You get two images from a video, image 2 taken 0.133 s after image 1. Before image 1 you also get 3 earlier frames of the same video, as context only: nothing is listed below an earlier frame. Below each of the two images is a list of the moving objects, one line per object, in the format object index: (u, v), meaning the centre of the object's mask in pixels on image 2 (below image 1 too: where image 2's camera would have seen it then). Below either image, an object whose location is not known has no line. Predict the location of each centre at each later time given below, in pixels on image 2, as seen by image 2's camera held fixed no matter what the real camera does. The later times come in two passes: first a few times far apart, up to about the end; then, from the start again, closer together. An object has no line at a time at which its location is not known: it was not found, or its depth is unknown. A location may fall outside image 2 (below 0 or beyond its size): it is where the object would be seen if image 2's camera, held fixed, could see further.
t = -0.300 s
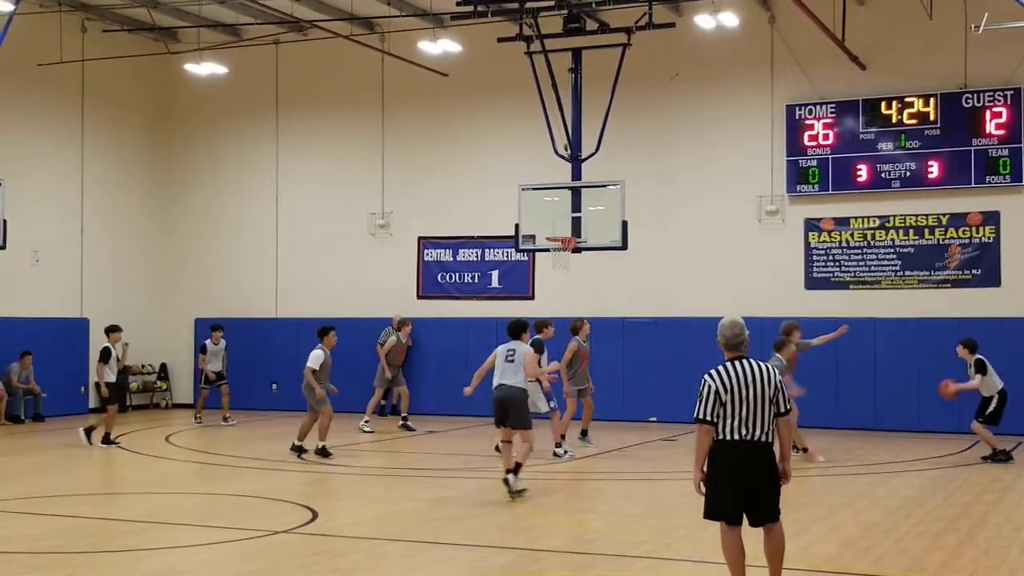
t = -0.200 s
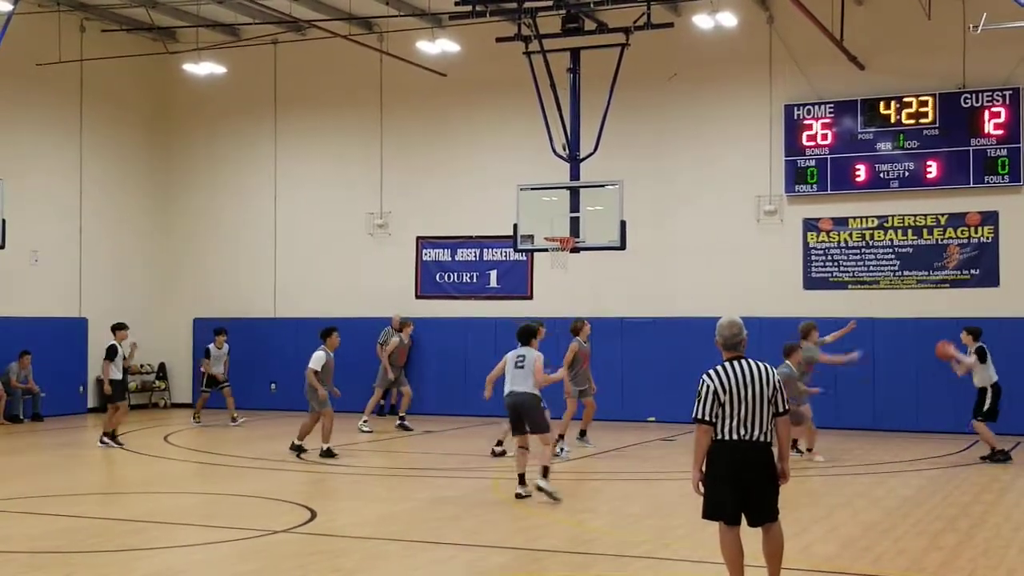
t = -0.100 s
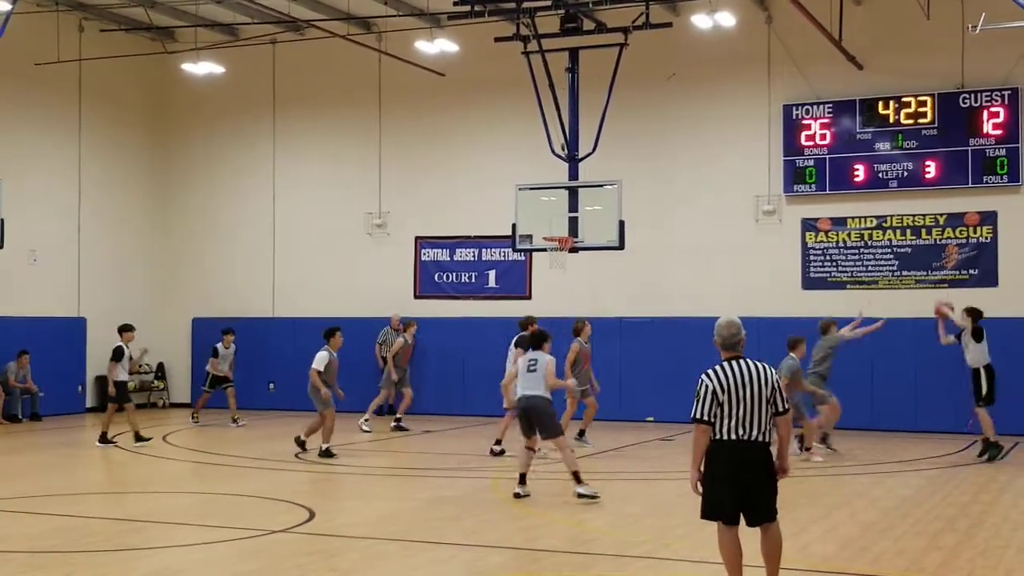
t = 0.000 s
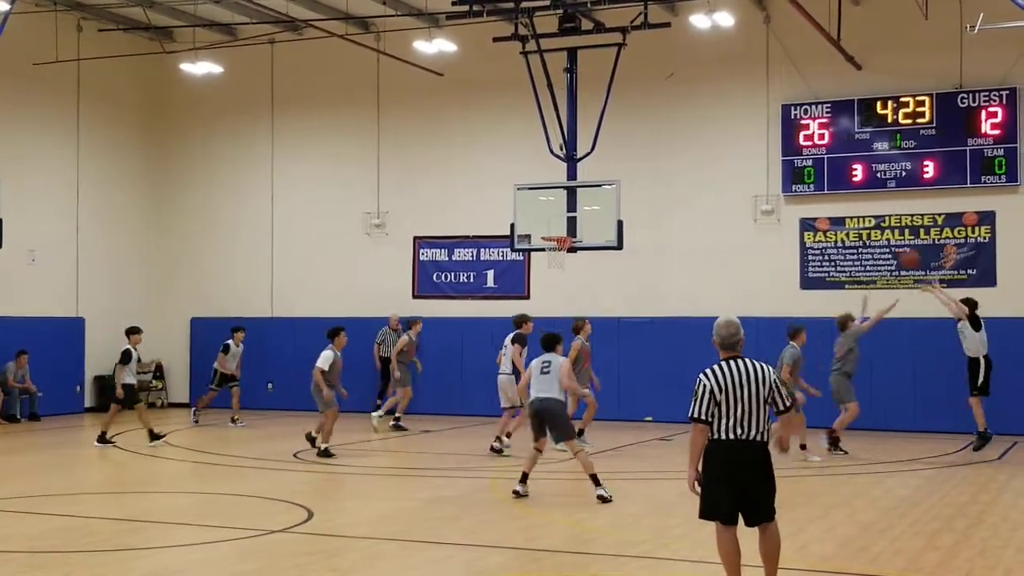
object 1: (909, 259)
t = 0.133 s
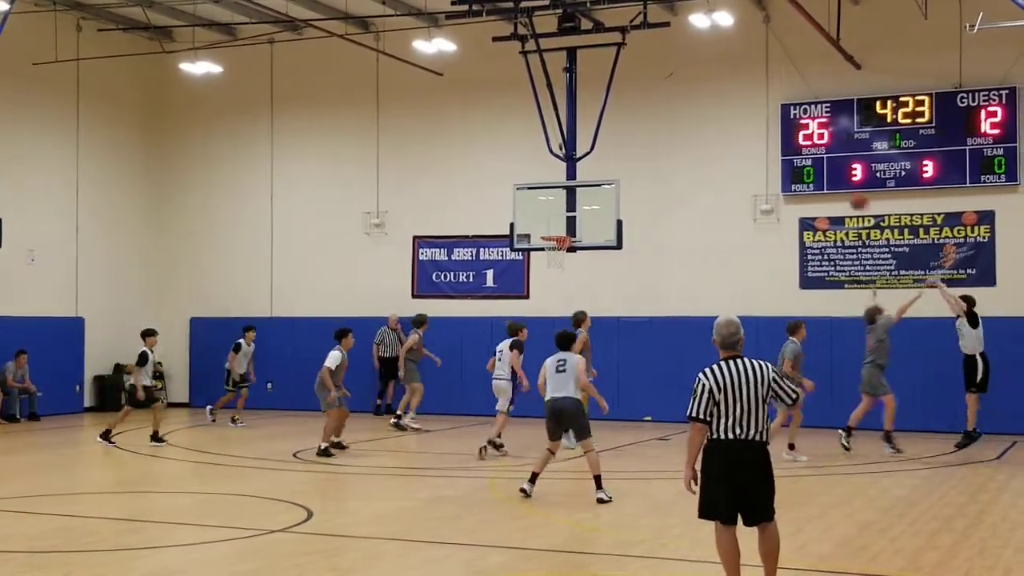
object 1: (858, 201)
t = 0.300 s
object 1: (799, 152)
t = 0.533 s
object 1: (728, 120)
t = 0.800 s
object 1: (653, 131)
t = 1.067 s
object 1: (587, 184)
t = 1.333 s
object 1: (546, 251)
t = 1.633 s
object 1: (558, 267)
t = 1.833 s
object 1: (565, 307)
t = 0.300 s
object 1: (799, 152)
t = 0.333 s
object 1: (788, 145)
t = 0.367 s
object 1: (779, 139)
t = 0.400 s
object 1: (769, 133)
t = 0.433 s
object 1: (758, 129)
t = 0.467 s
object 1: (748, 125)
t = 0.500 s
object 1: (738, 122)
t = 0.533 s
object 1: (728, 120)
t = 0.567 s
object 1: (719, 119)
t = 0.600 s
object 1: (708, 119)
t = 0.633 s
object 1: (699, 118)
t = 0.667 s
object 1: (690, 119)
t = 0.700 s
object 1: (681, 121)
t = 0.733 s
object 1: (671, 124)
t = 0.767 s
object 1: (663, 128)
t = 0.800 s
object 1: (653, 131)
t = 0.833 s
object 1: (644, 136)
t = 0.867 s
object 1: (636, 141)
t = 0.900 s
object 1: (627, 147)
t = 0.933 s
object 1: (619, 153)
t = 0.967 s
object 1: (611, 160)
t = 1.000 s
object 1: (604, 167)
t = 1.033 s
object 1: (596, 175)
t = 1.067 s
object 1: (587, 184)
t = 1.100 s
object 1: (580, 194)
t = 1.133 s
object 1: (573, 203)
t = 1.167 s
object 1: (564, 214)
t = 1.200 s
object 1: (557, 225)
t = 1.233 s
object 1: (551, 234)
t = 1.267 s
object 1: (549, 242)
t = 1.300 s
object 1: (547, 248)
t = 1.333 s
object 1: (546, 251)
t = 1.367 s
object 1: (547, 251)
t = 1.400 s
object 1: (548, 250)
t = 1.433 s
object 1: (549, 251)
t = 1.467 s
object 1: (551, 253)
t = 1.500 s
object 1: (552, 252)
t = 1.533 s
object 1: (553, 255)
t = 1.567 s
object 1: (555, 259)
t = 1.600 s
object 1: (556, 263)
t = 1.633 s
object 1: (558, 267)
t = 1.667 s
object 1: (559, 272)
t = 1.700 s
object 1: (561, 278)
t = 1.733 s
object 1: (562, 284)
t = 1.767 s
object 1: (563, 291)
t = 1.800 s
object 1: (564, 298)
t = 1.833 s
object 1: (565, 307)
